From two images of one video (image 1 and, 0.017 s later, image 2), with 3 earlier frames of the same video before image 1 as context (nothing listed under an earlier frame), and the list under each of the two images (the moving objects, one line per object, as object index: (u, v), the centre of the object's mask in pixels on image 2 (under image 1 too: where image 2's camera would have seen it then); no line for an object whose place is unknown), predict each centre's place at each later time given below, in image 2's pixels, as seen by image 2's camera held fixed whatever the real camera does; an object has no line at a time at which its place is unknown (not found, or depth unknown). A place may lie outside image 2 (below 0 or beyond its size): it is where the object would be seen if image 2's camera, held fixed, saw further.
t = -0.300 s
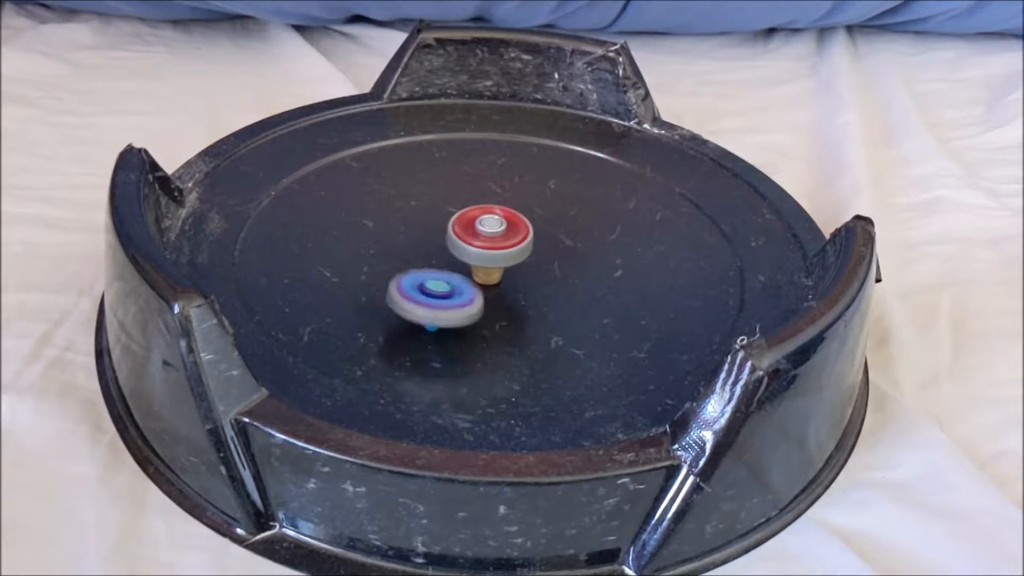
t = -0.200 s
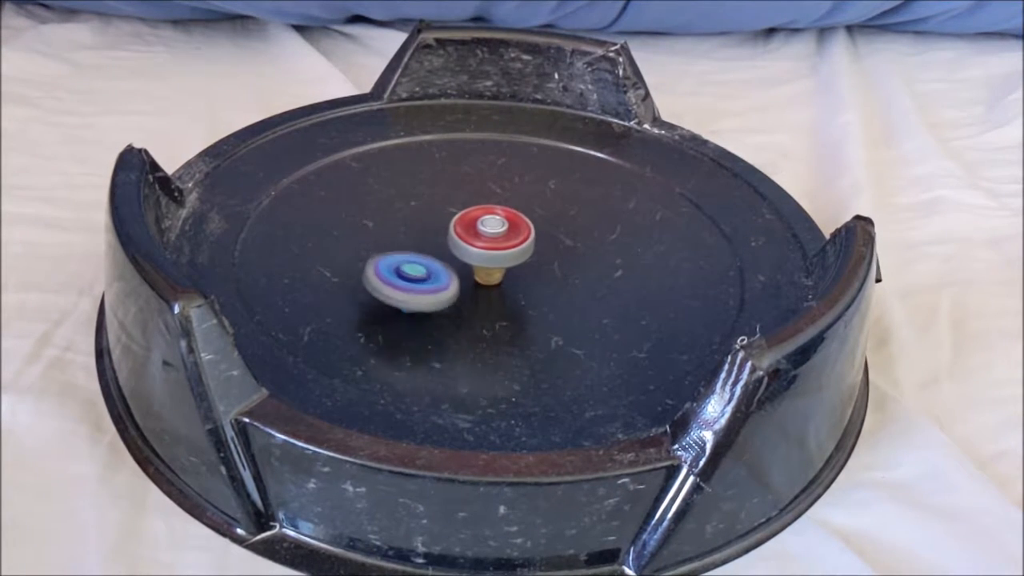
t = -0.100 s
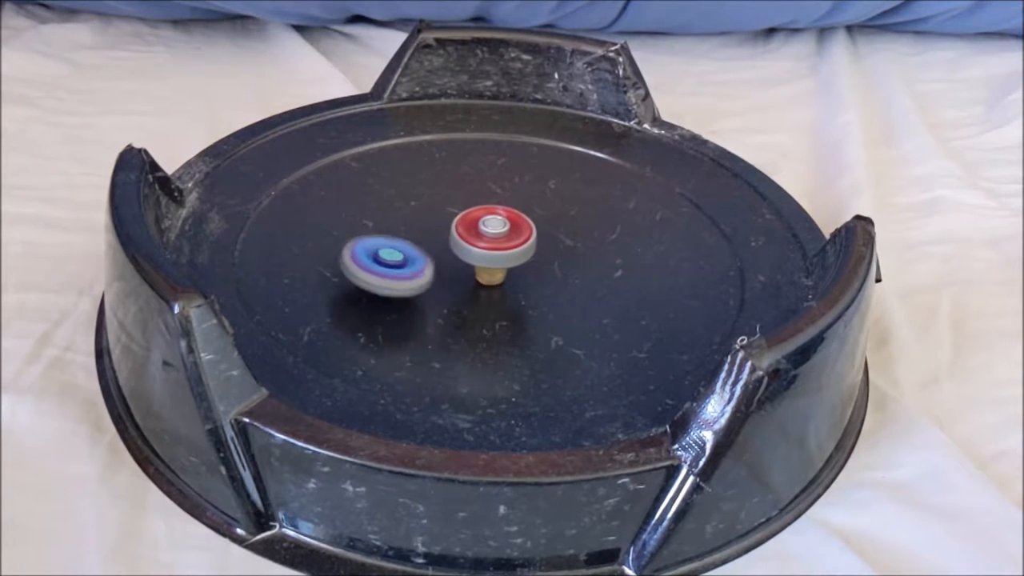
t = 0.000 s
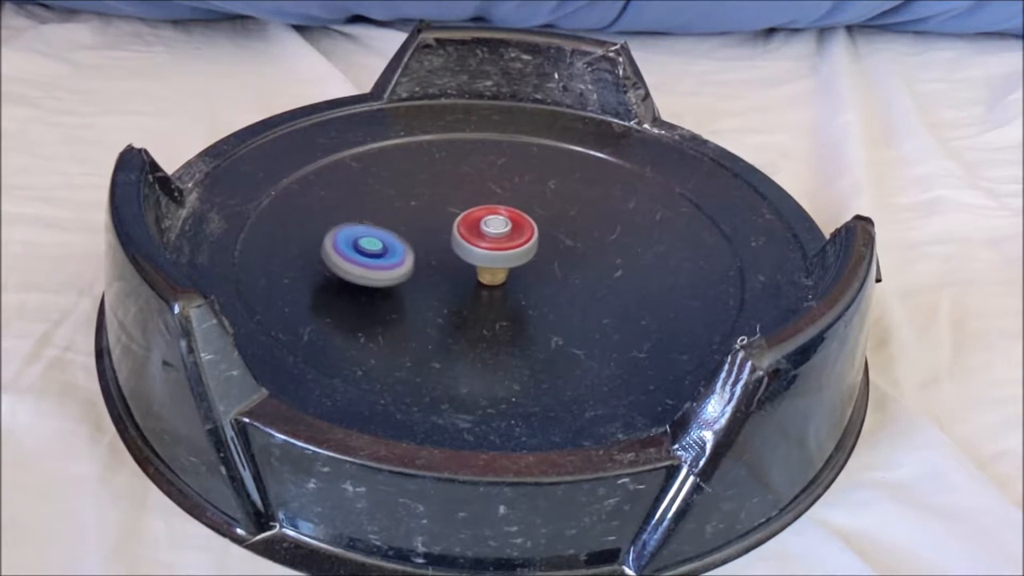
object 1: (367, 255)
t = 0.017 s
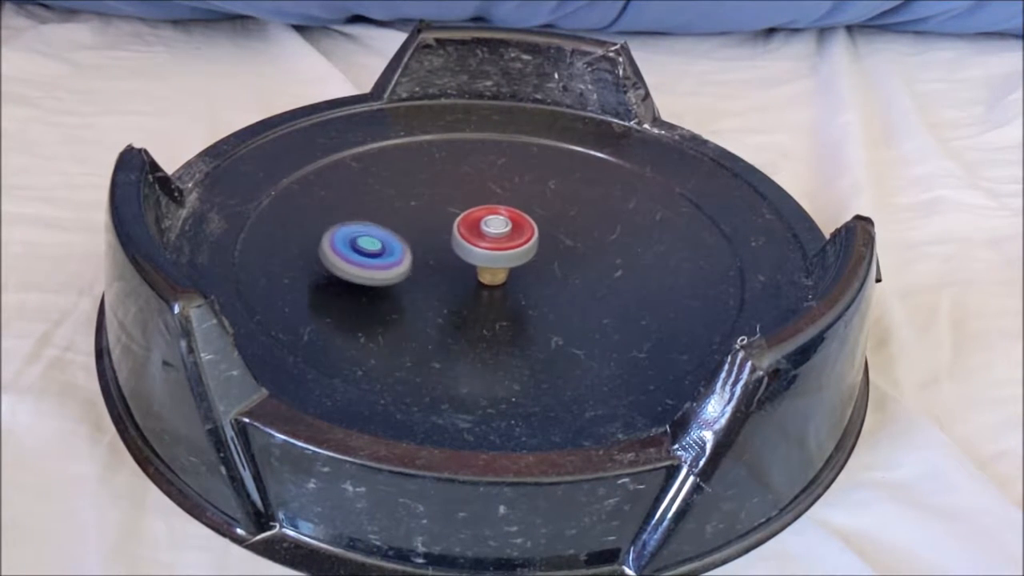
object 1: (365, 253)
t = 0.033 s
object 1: (364, 253)
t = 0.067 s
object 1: (364, 252)
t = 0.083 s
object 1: (365, 252)
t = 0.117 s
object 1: (368, 252)
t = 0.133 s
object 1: (370, 252)
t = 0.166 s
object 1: (376, 251)
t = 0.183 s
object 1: (380, 250)
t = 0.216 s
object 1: (388, 248)
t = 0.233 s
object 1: (393, 247)
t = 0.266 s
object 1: (401, 243)
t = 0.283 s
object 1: (405, 241)
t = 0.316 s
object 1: (413, 236)
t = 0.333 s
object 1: (416, 233)
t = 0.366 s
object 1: (421, 228)
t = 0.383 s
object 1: (424, 225)
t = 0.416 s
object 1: (429, 219)
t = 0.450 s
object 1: (434, 212)
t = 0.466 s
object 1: (437, 209)
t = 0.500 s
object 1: (442, 203)
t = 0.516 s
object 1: (444, 200)
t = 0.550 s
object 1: (448, 195)
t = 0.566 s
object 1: (450, 193)
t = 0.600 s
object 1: (452, 189)
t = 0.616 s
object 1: (453, 187)
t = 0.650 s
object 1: (454, 184)
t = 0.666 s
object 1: (453, 183)
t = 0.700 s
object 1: (453, 183)
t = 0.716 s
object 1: (454, 184)
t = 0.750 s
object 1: (455, 185)
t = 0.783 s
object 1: (456, 188)
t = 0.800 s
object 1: (458, 189)
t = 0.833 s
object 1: (462, 193)
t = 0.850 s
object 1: (465, 194)
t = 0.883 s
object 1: (472, 197)
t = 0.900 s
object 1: (477, 197)
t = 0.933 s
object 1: (488, 198)
